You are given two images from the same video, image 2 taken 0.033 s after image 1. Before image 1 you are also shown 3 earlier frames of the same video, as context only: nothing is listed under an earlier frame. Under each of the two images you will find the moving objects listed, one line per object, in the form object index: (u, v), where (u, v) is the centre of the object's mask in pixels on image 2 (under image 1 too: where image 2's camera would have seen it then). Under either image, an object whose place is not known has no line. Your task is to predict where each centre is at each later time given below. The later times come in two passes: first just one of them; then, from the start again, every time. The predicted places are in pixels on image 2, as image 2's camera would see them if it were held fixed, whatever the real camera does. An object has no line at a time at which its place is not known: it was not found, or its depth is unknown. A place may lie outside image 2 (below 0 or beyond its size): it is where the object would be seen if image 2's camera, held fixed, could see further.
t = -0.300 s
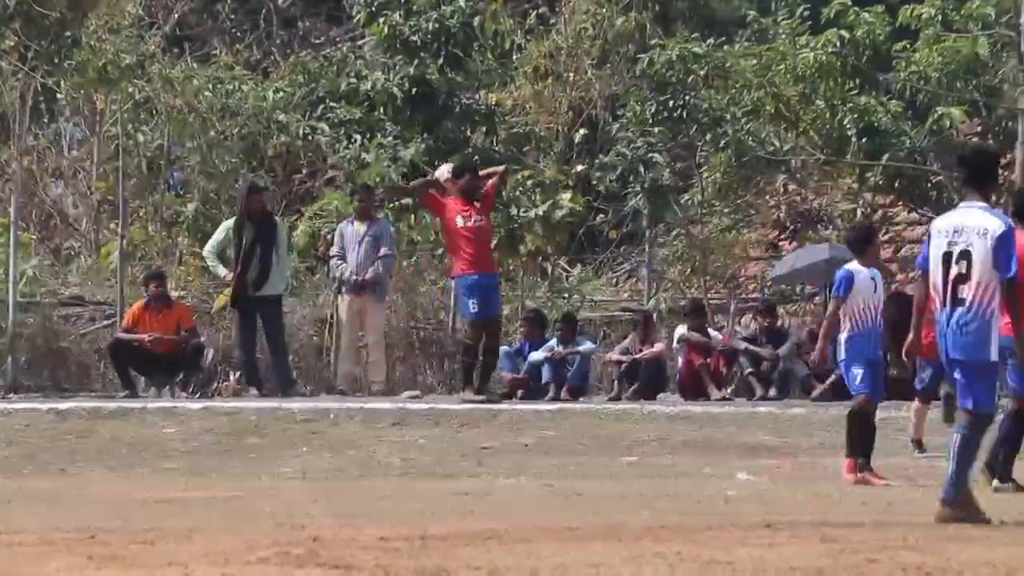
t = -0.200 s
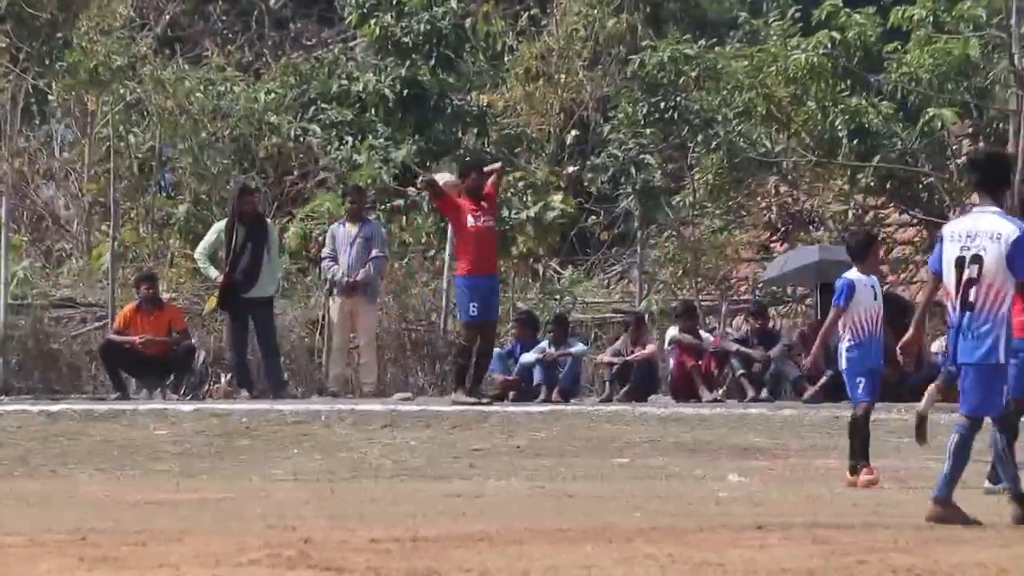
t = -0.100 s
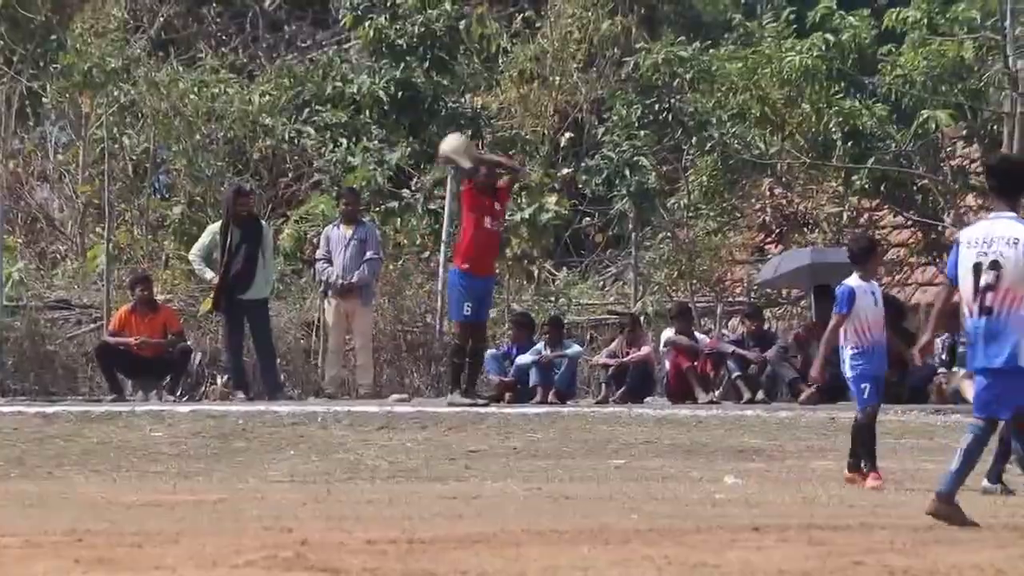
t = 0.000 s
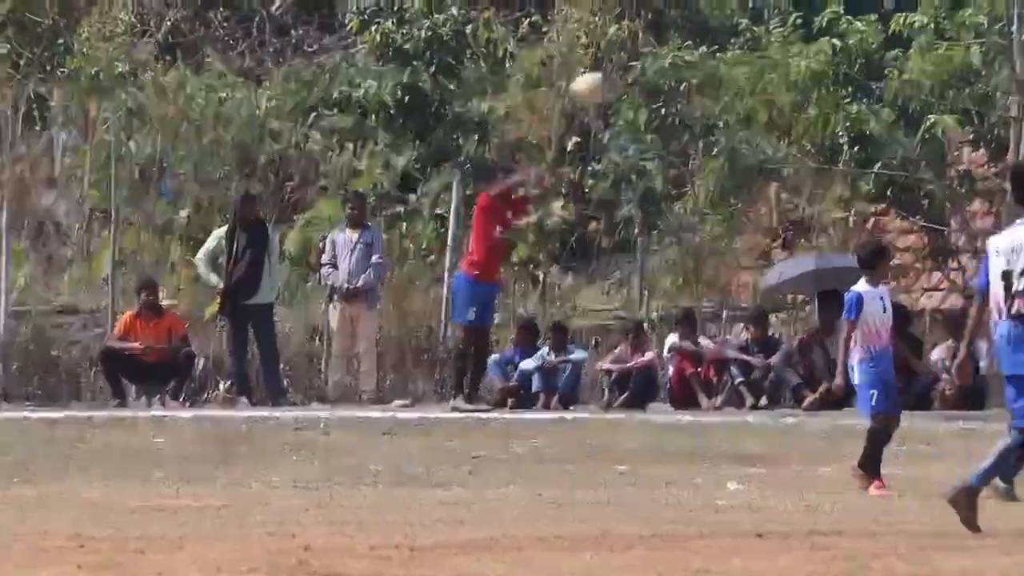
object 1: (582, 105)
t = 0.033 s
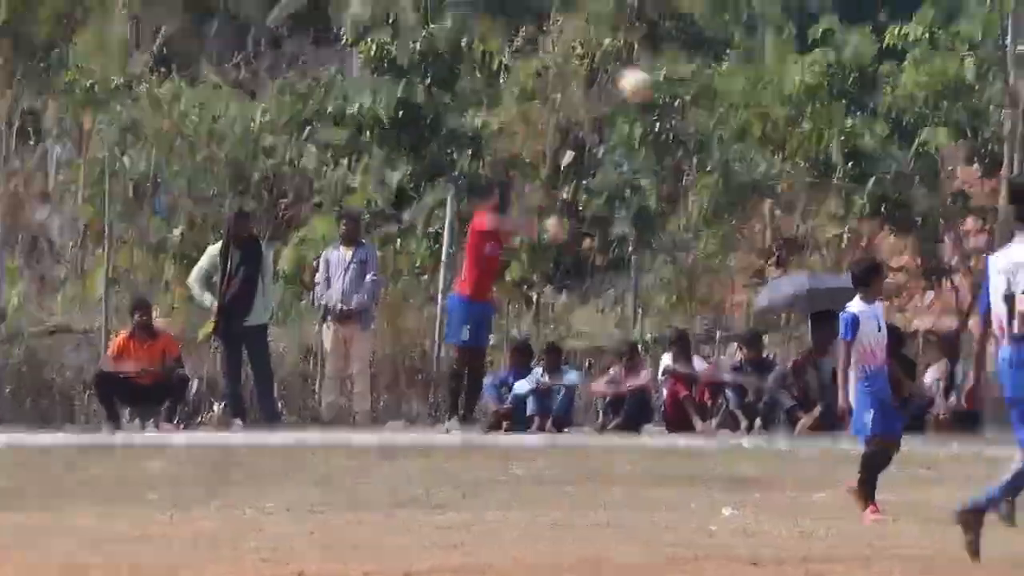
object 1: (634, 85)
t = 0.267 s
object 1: (1019, 11)
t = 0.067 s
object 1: (688, 69)
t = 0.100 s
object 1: (743, 58)
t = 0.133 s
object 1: (797, 45)
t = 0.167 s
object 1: (851, 36)
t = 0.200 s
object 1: (905, 27)
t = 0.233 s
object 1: (964, 18)
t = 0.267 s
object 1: (1019, 11)
